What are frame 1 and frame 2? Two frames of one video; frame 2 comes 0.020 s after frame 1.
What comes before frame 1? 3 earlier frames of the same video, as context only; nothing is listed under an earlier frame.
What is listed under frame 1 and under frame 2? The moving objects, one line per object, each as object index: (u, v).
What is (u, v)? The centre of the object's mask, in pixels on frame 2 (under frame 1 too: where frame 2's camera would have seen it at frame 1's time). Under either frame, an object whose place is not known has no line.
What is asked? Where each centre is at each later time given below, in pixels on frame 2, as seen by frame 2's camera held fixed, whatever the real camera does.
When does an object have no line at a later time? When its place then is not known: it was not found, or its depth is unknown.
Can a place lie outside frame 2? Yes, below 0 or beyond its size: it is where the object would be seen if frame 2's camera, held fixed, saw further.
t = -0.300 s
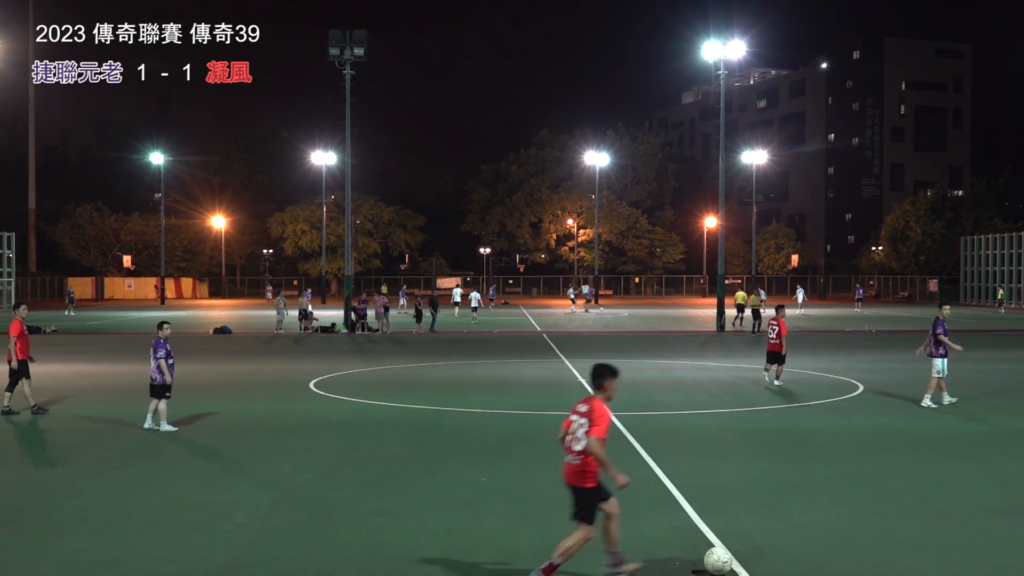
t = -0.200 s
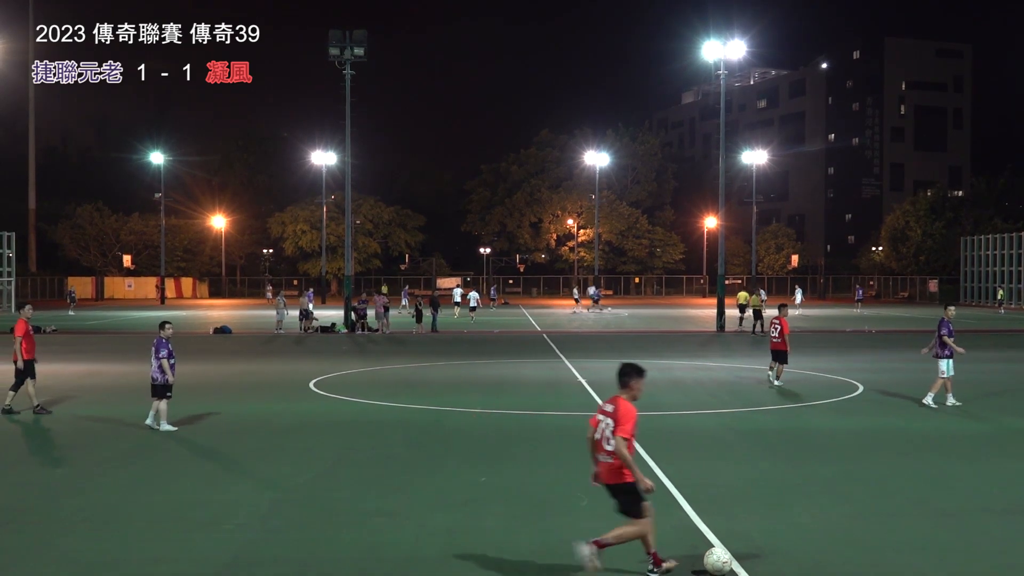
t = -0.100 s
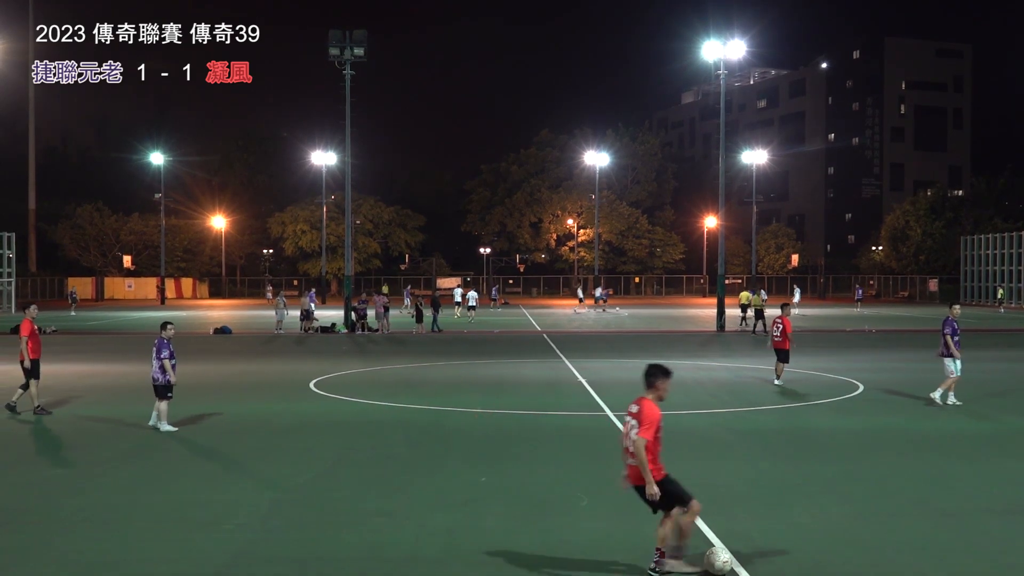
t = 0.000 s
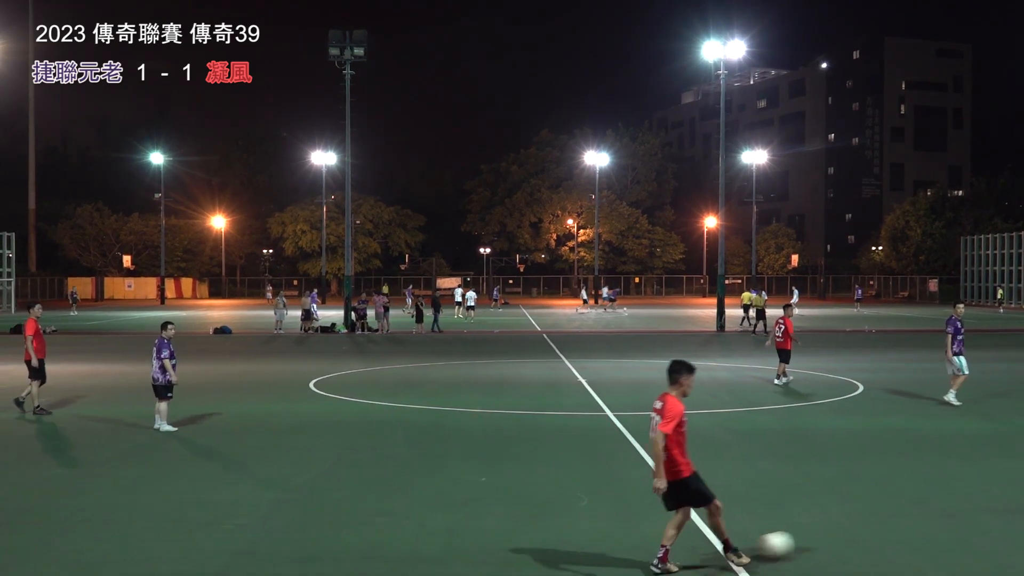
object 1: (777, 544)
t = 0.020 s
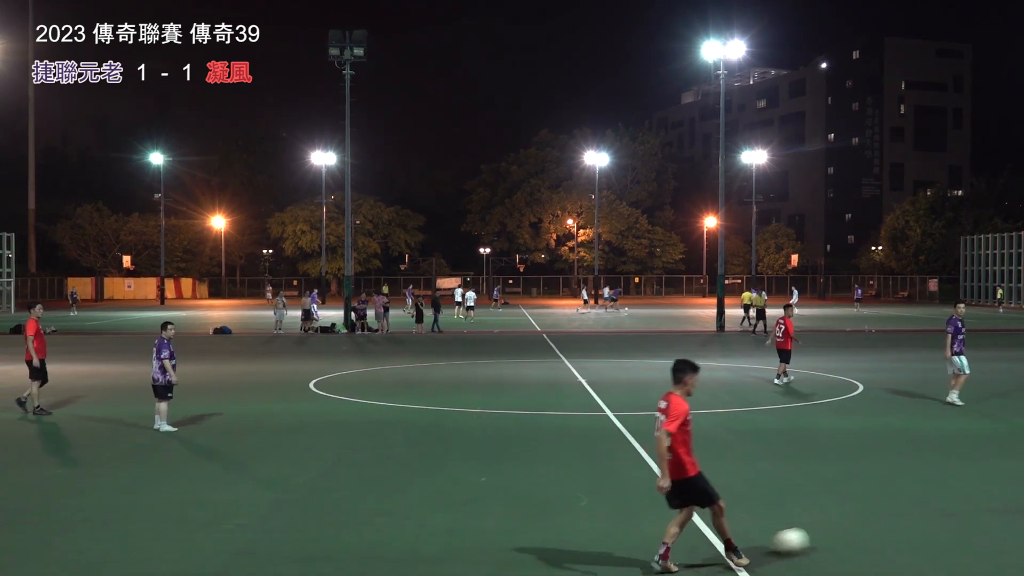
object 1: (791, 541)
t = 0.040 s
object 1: (807, 538)
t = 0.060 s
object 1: (820, 535)
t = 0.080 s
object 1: (832, 531)
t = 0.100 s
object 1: (845, 528)
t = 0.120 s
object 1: (856, 524)
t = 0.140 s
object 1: (868, 521)
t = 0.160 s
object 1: (879, 517)
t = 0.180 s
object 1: (887, 513)
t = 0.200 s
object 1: (894, 511)
